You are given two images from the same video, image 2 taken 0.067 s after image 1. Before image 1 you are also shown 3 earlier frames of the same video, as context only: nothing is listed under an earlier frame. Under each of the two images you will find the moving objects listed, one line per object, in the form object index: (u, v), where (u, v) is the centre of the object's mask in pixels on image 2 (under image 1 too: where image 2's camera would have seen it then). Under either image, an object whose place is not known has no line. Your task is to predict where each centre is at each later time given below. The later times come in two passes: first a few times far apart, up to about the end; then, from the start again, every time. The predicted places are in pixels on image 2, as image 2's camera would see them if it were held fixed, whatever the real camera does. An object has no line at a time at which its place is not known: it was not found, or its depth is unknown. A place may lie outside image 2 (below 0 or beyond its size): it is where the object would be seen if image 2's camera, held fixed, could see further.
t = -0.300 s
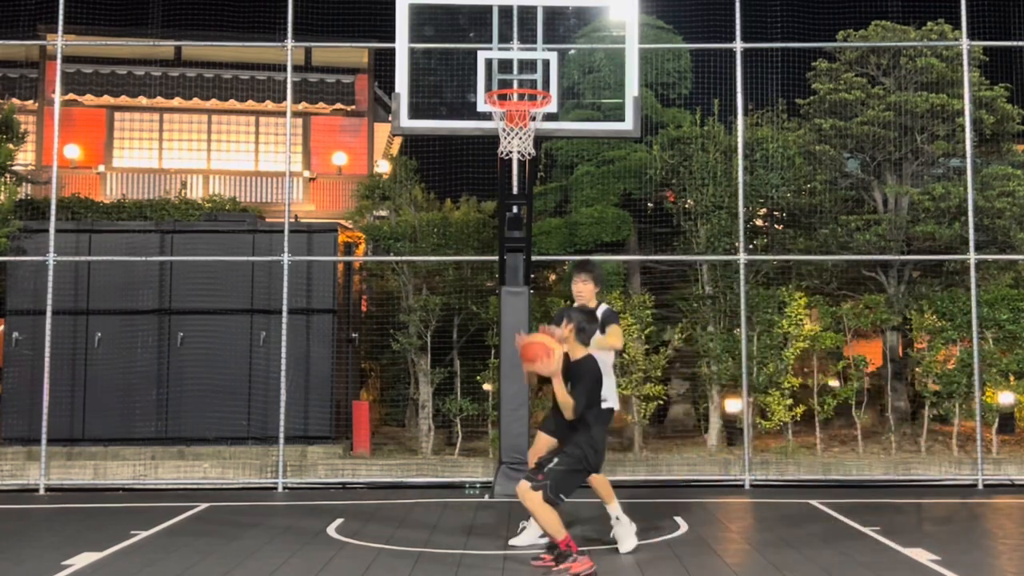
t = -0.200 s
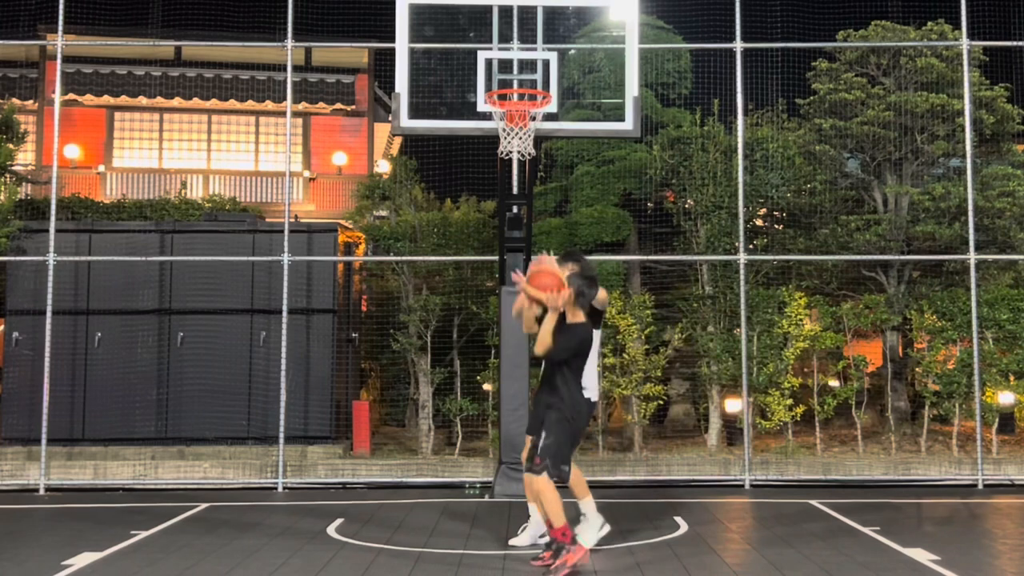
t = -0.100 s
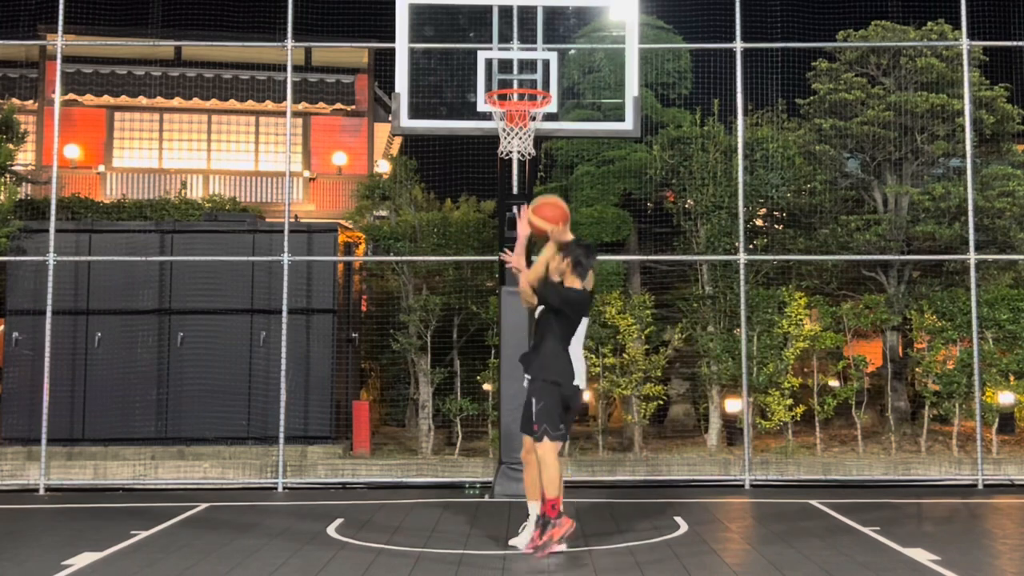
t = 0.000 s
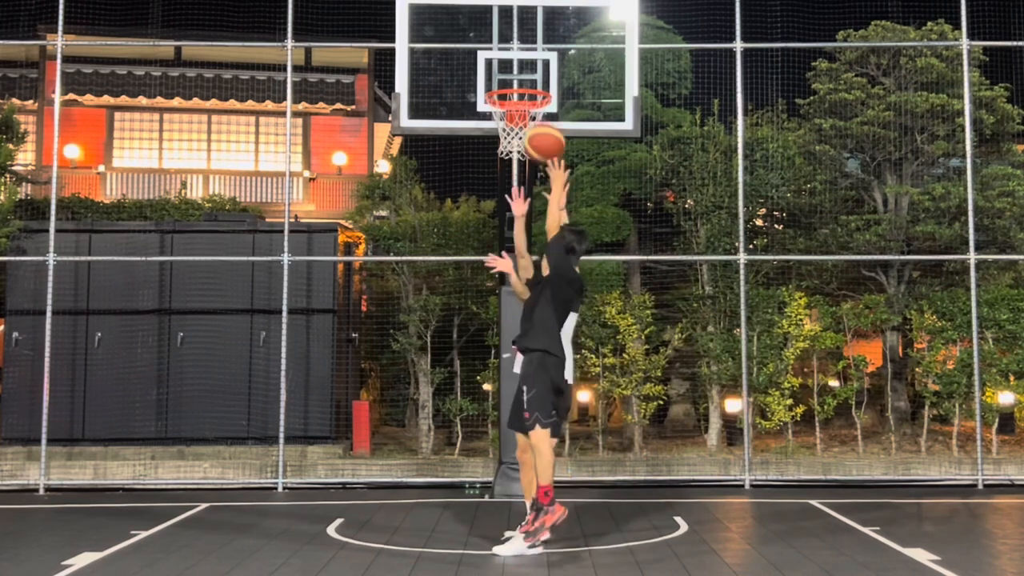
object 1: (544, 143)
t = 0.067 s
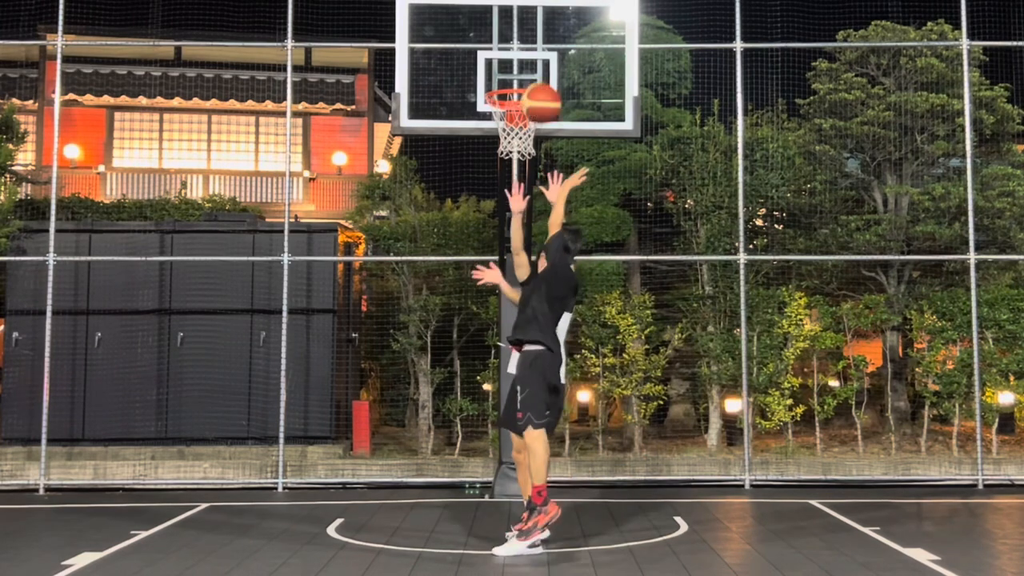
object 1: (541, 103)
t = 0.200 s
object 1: (535, 50)
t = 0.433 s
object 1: (528, 31)
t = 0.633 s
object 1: (522, 74)
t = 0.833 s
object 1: (528, 56)
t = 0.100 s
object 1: (539, 87)
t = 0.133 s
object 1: (538, 73)
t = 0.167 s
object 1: (537, 61)
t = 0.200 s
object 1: (535, 50)
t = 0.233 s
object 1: (535, 43)
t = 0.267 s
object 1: (533, 36)
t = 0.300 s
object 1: (532, 32)
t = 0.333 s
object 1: (531, 29)
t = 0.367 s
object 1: (530, 29)
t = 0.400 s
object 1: (529, 29)
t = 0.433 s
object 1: (528, 31)
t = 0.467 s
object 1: (527, 34)
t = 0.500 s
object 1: (526, 39)
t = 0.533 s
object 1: (526, 46)
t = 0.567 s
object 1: (525, 54)
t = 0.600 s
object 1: (523, 63)
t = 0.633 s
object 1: (522, 74)
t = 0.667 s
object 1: (523, 72)
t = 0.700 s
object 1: (524, 66)
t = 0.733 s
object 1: (525, 61)
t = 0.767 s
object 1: (526, 58)
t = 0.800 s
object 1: (528, 56)
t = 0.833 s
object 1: (528, 56)
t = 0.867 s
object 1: (530, 58)
